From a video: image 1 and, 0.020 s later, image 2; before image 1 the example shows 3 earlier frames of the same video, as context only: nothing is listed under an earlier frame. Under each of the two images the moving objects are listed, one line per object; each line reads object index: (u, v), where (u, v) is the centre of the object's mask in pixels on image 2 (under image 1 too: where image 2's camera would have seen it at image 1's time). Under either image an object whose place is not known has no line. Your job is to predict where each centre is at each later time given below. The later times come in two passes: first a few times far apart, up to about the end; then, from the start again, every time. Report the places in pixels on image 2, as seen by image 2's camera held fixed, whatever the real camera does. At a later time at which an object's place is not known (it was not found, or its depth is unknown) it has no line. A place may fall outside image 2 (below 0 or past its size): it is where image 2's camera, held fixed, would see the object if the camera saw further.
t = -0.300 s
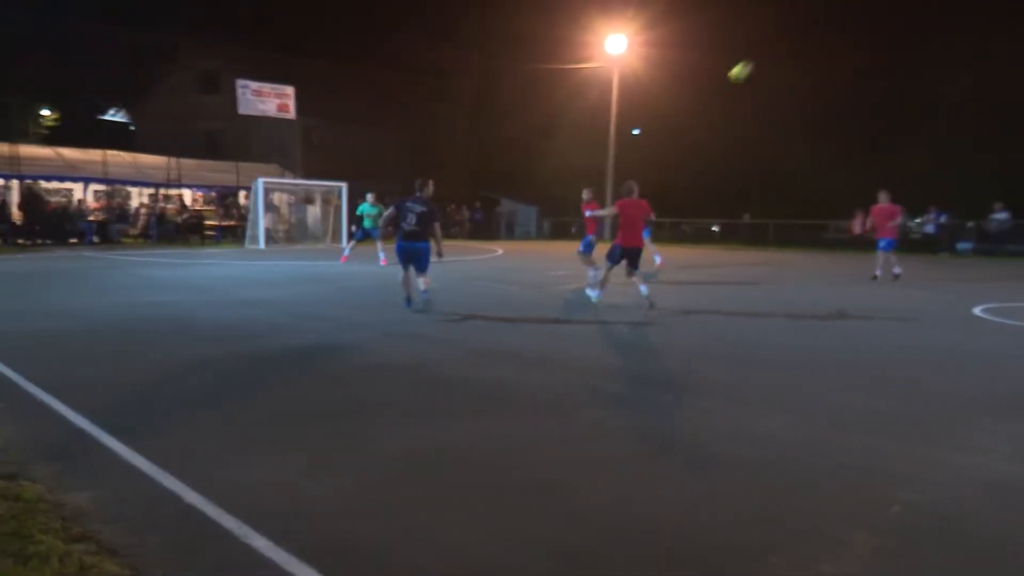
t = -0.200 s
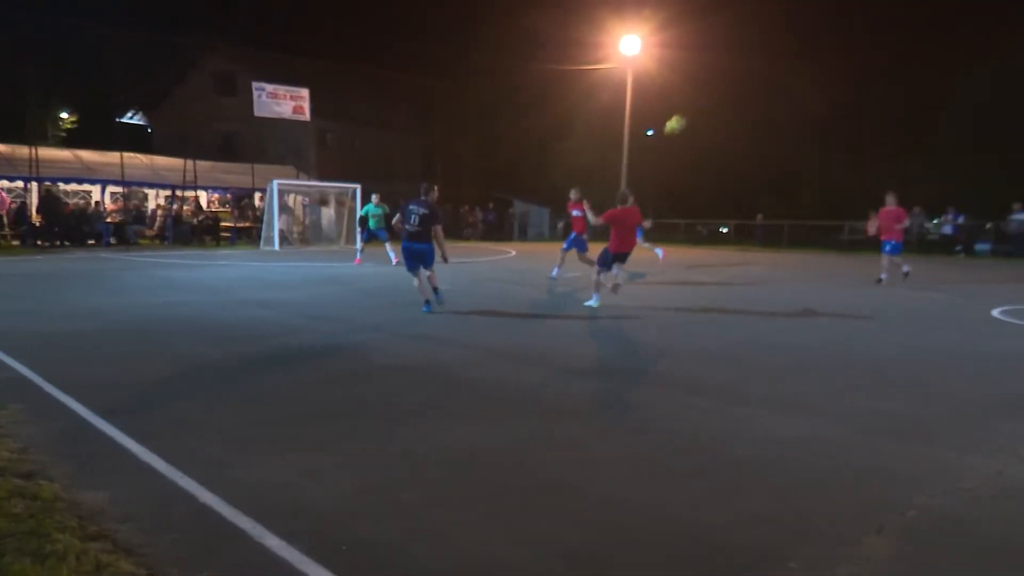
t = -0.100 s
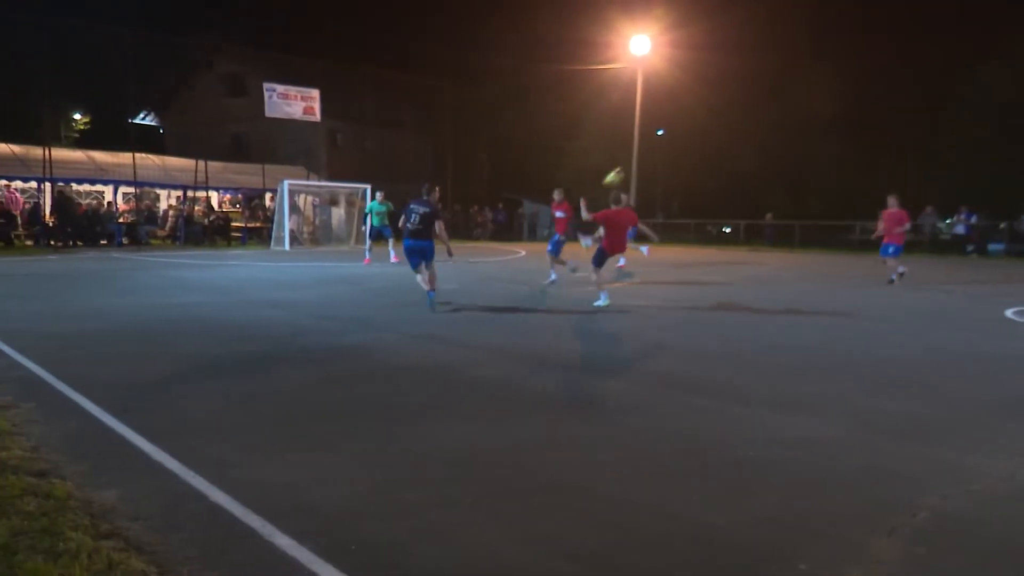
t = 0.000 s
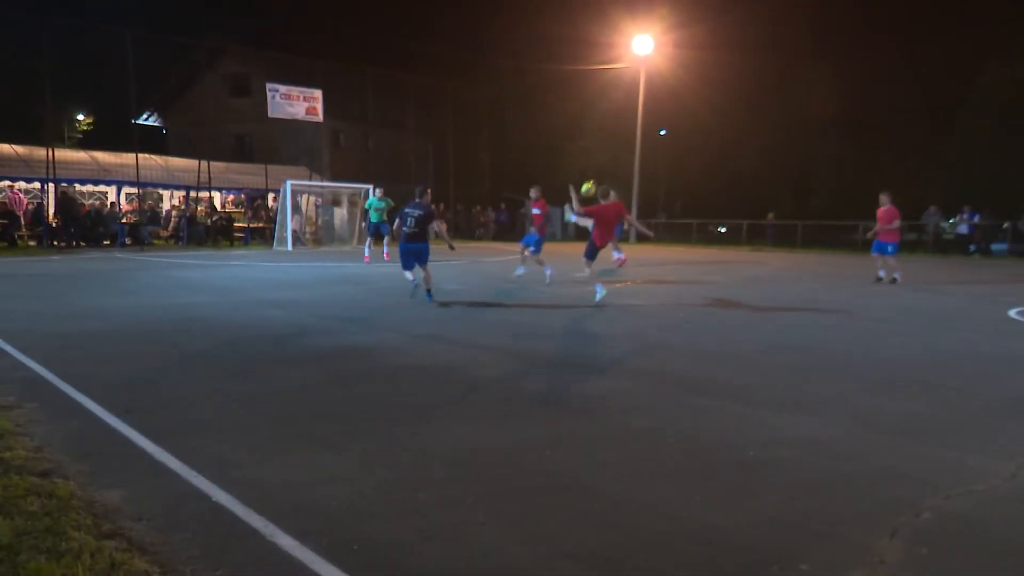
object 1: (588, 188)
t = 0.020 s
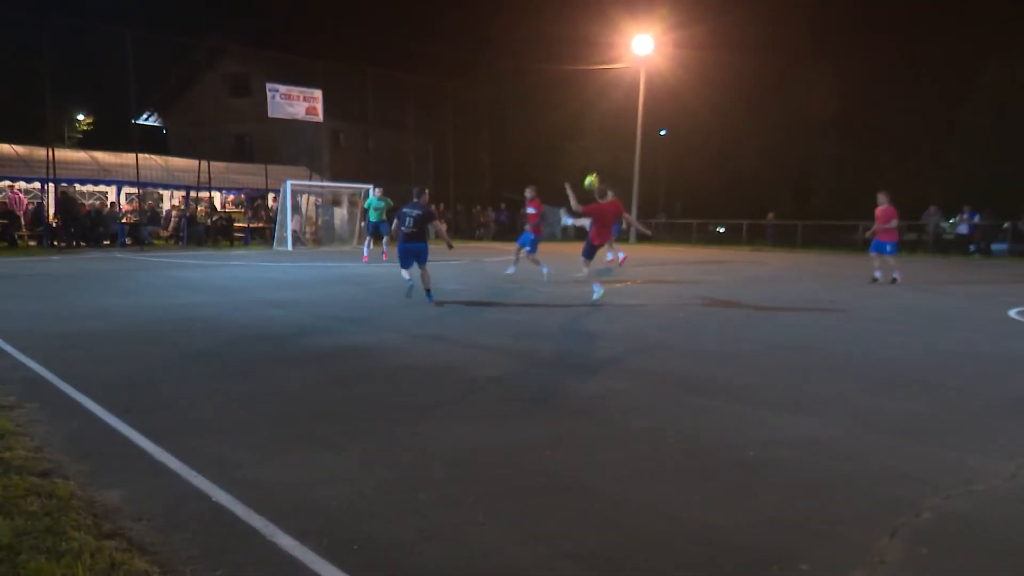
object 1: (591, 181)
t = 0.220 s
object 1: (624, 124)
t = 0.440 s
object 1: (664, 89)
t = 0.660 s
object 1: (706, 88)
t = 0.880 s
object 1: (749, 125)
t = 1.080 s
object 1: (800, 196)
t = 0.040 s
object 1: (594, 174)
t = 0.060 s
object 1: (598, 168)
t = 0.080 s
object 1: (601, 161)
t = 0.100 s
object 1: (605, 155)
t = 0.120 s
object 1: (608, 149)
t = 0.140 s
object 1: (611, 144)
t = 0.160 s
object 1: (614, 138)
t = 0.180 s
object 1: (617, 133)
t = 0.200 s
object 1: (621, 128)
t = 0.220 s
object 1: (624, 124)
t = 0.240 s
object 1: (628, 119)
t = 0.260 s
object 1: (631, 115)
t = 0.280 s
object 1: (634, 111)
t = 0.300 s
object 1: (638, 108)
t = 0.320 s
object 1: (641, 104)
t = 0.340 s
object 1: (645, 100)
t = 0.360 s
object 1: (649, 97)
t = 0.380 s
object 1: (653, 95)
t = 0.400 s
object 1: (656, 92)
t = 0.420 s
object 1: (660, 90)
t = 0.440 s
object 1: (664, 89)
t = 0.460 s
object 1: (667, 87)
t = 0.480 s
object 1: (671, 87)
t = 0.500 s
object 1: (675, 86)
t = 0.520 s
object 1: (678, 85)
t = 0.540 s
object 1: (682, 84)
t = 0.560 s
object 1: (686, 84)
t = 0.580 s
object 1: (690, 84)
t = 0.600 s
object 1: (694, 84)
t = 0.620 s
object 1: (698, 85)
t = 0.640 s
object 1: (702, 87)
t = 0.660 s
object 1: (706, 88)
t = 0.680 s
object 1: (710, 90)
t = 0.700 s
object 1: (714, 92)
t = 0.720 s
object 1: (717, 94)
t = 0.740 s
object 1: (722, 96)
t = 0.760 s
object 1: (725, 99)
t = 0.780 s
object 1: (730, 103)
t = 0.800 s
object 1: (734, 107)
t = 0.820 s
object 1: (737, 111)
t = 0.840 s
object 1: (742, 115)
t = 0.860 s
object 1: (746, 120)
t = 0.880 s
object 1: (749, 125)
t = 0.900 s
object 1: (753, 130)
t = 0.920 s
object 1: (759, 136)
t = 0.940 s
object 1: (764, 142)
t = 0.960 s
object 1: (769, 149)
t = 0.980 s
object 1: (774, 156)
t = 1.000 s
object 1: (780, 163)
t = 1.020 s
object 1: (785, 171)
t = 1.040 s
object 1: (790, 179)
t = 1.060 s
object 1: (795, 188)
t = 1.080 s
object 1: (800, 196)
